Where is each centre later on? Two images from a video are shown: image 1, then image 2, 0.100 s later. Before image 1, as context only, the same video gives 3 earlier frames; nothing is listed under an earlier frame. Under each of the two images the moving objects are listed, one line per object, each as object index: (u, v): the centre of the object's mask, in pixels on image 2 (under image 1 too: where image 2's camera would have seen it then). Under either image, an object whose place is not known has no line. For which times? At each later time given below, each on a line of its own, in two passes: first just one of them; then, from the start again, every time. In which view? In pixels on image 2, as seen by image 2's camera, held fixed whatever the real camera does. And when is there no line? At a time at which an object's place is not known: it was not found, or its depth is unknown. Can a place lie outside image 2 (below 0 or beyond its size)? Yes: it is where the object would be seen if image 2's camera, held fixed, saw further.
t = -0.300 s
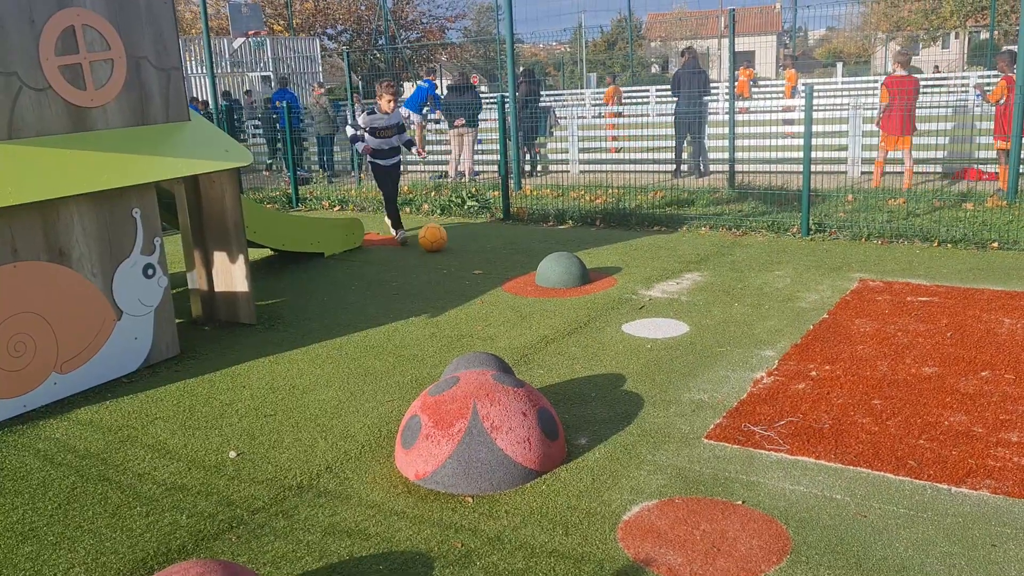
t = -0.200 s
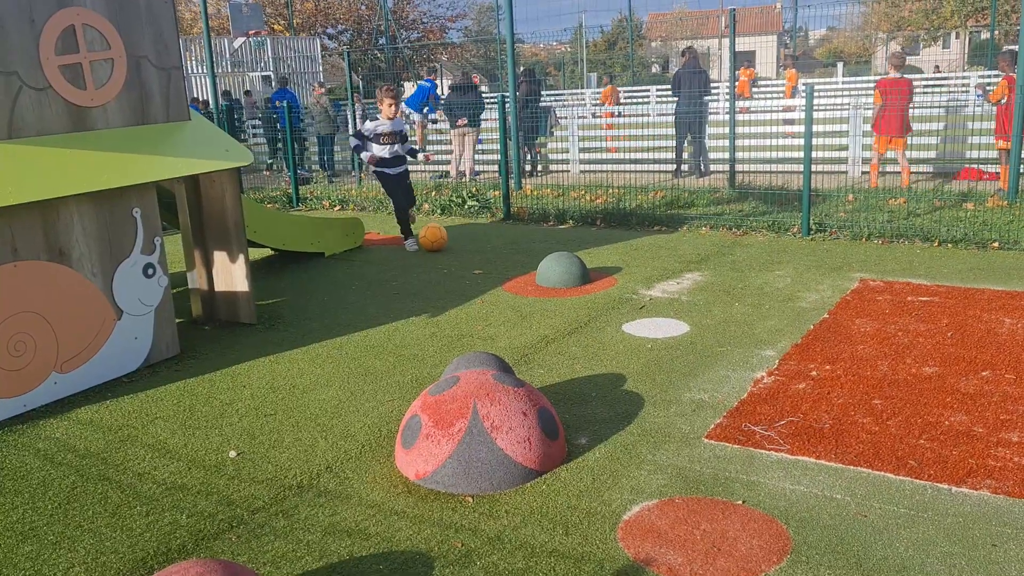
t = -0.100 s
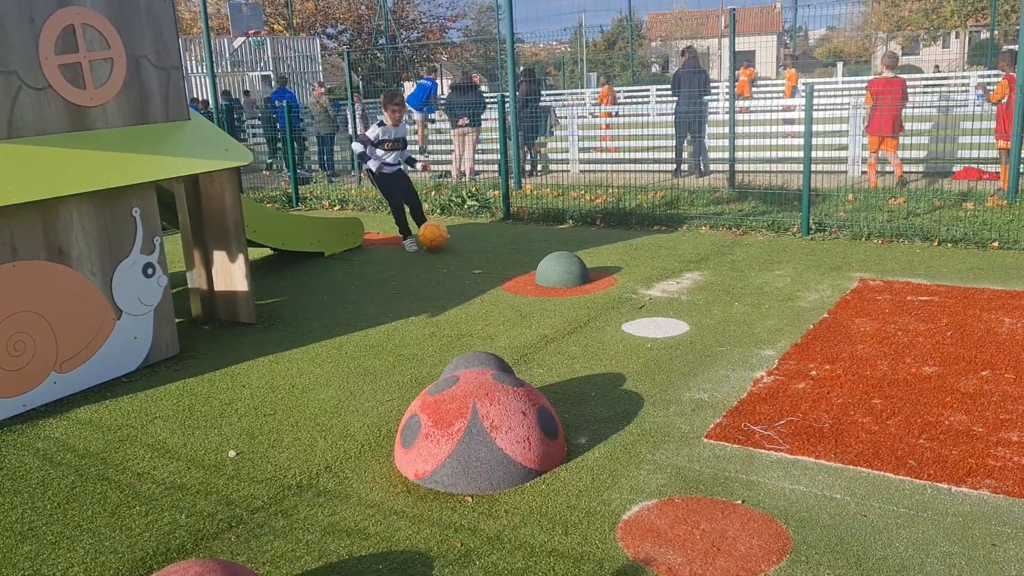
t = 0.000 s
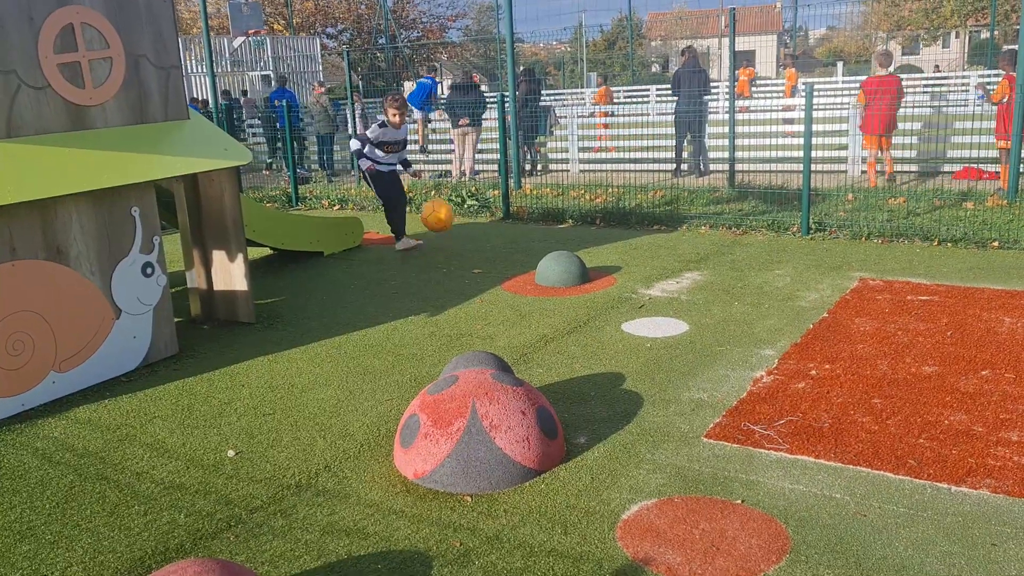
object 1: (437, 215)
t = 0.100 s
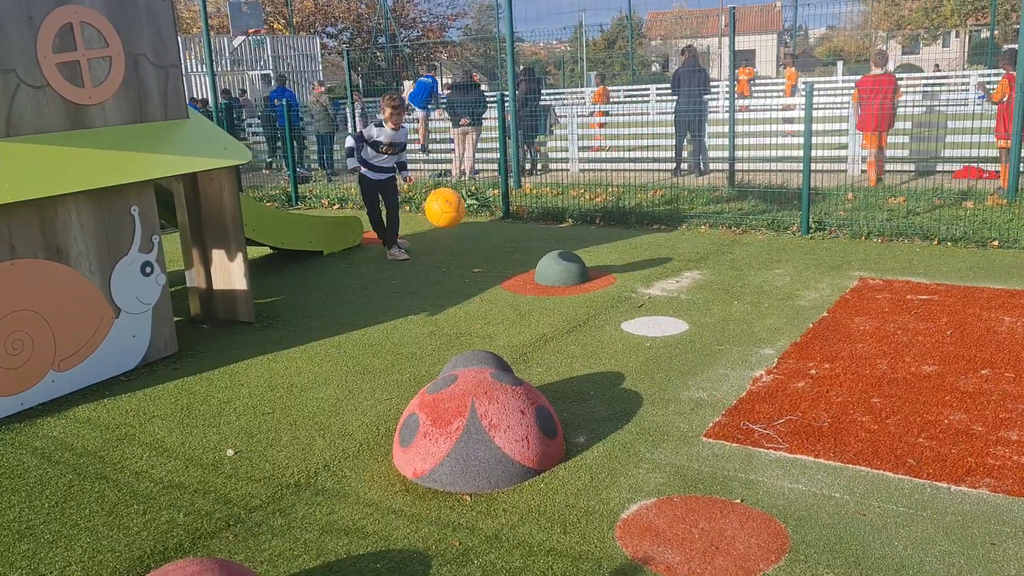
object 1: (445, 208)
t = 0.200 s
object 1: (456, 220)
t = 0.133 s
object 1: (448, 209)
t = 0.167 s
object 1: (452, 213)
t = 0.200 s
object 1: (456, 220)
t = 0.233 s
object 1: (462, 231)
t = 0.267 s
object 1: (468, 246)
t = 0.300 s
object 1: (476, 267)
